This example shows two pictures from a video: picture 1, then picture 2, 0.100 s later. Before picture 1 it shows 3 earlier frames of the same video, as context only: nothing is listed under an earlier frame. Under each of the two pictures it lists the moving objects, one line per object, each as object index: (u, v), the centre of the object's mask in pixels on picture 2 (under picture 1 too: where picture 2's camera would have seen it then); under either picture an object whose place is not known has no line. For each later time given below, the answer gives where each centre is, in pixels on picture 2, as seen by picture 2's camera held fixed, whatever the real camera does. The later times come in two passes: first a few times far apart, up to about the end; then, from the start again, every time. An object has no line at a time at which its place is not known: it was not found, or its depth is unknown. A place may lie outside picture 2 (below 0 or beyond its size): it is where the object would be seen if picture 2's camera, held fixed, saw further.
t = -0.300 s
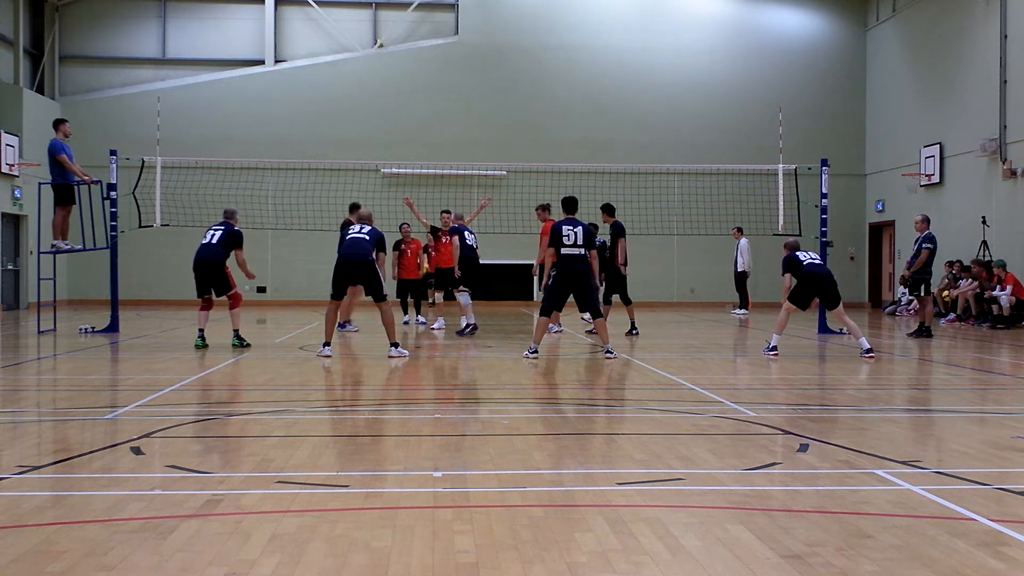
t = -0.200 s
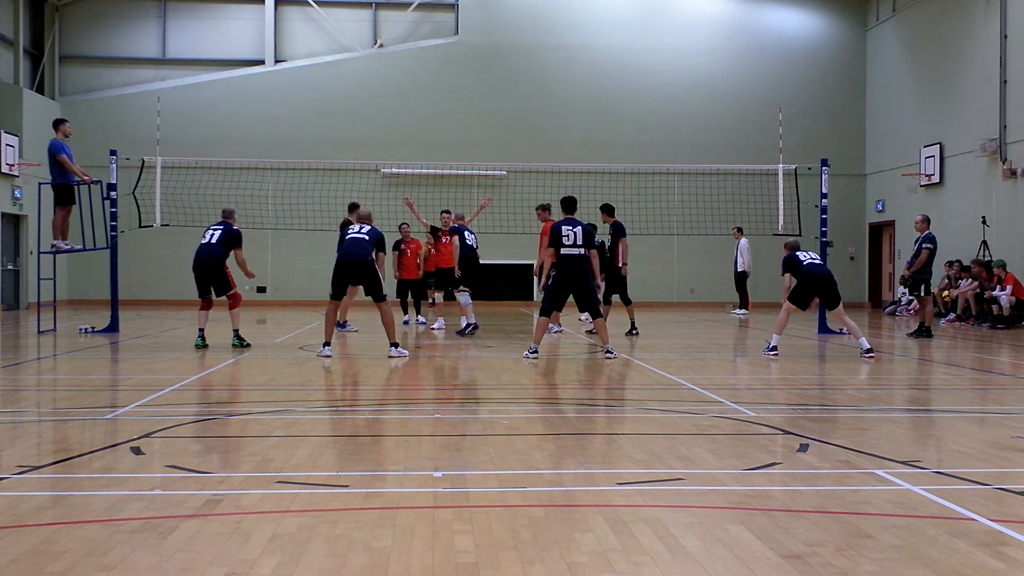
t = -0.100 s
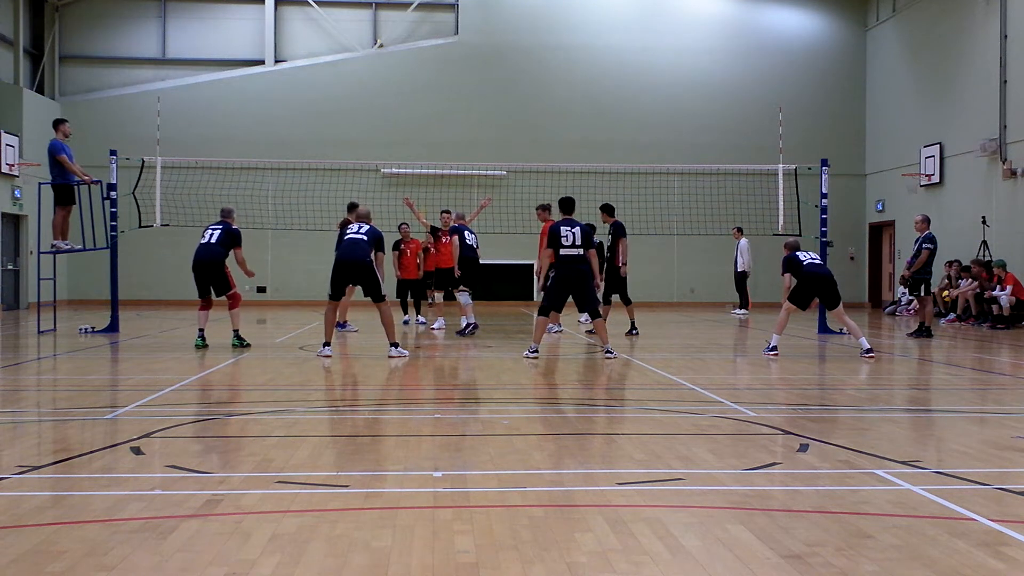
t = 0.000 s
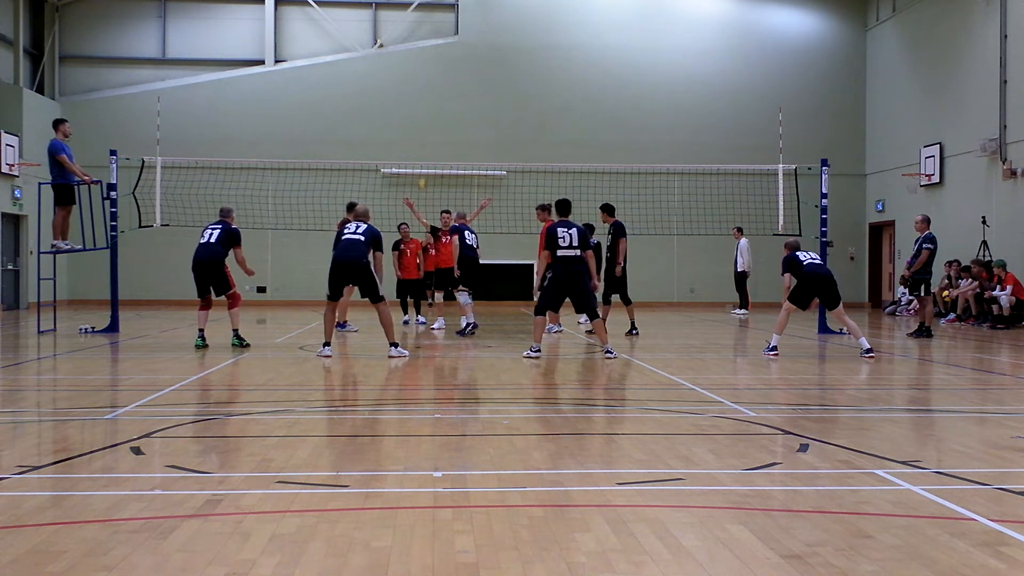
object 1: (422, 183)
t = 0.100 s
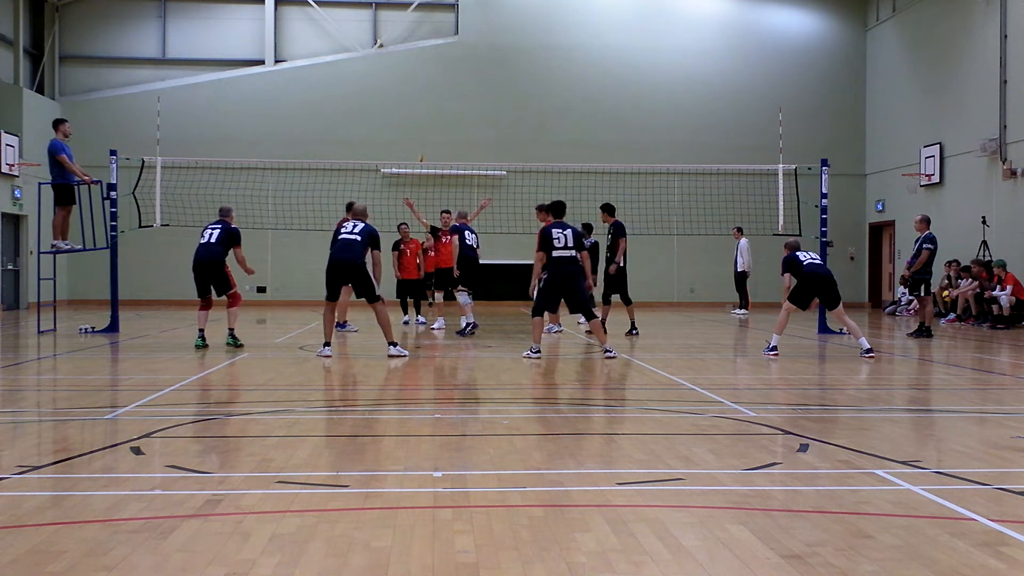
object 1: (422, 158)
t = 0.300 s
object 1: (419, 121)
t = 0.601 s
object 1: (416, 96)
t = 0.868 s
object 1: (412, 105)
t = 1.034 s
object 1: (410, 127)
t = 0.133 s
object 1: (422, 152)
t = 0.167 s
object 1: (421, 144)
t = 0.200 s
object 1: (421, 138)
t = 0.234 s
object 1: (420, 133)
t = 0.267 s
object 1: (420, 126)
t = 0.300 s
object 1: (419, 121)
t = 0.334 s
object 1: (419, 116)
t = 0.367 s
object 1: (419, 113)
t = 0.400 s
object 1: (418, 108)
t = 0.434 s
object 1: (418, 105)
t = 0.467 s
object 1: (418, 103)
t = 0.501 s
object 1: (417, 100)
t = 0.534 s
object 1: (417, 98)
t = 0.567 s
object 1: (416, 97)
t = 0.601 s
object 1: (416, 96)
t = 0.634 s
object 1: (416, 95)
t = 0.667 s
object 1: (415, 95)
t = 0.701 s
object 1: (415, 96)
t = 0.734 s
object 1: (414, 97)
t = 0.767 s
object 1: (414, 98)
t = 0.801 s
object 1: (414, 100)
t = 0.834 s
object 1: (413, 103)
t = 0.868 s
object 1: (412, 105)
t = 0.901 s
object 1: (412, 109)
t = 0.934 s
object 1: (412, 113)
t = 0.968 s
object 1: (411, 117)
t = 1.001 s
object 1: (410, 121)
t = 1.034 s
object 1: (410, 127)
